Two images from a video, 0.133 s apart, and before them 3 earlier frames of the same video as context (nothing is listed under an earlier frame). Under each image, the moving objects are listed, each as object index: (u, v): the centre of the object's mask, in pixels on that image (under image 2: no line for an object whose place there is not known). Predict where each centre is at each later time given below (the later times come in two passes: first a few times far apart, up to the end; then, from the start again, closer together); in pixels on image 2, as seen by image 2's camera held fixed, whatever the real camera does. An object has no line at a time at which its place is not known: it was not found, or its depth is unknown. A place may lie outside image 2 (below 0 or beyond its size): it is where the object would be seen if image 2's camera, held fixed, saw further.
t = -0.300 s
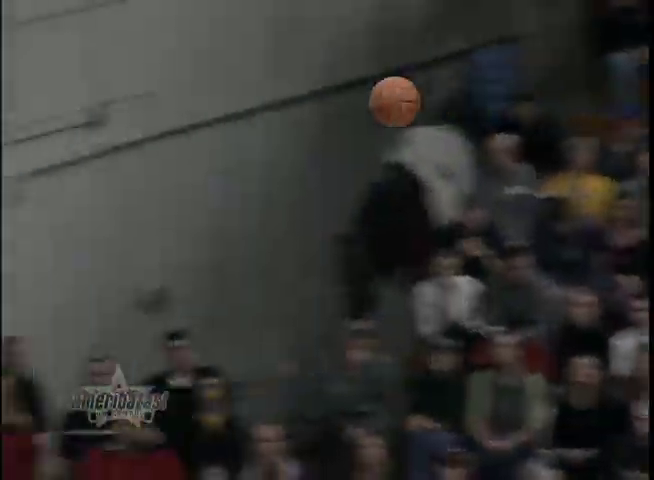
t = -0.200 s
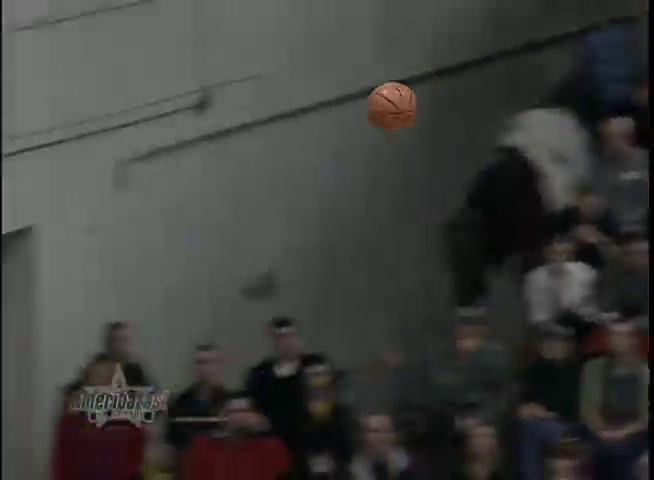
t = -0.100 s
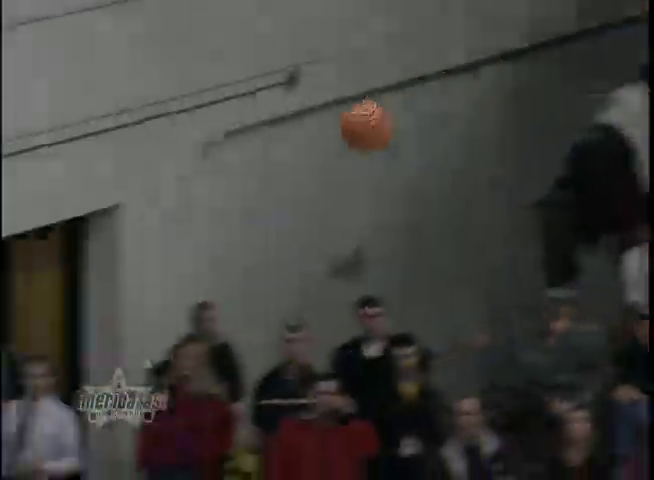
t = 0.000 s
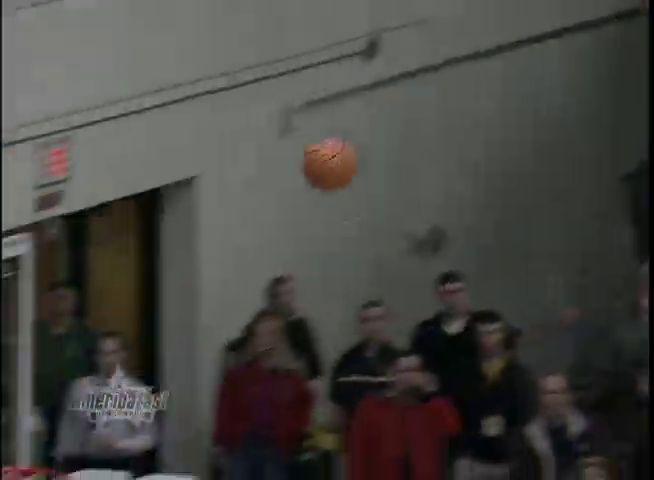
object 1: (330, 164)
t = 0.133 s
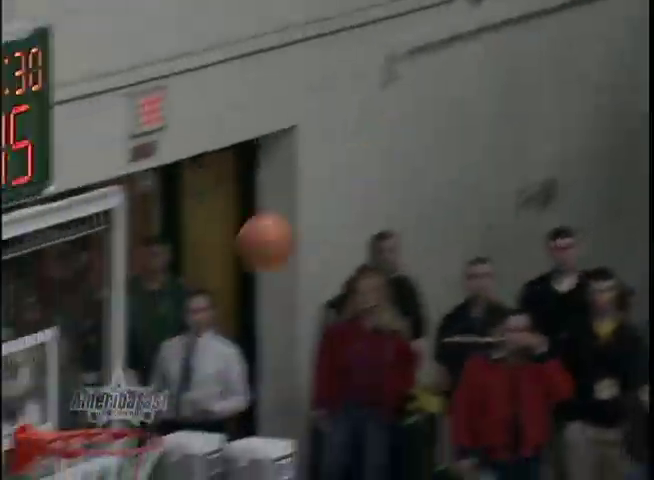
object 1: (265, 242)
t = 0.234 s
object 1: (139, 364)
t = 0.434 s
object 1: (75, 414)
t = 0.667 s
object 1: (104, 338)
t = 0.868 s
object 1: (132, 370)
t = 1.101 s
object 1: (100, 412)
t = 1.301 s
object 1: (94, 405)
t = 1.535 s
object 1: (120, 447)
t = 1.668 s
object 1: (107, 508)
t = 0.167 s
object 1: (223, 280)
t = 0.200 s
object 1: (181, 319)
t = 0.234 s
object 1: (139, 364)
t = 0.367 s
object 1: (110, 427)
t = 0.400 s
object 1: (83, 425)
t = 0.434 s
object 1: (75, 414)
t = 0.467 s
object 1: (78, 398)
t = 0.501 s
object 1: (82, 381)
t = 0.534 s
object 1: (87, 367)
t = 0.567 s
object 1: (90, 357)
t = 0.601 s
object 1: (95, 347)
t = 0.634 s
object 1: (100, 341)
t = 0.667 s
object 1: (104, 338)
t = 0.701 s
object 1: (109, 337)
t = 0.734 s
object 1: (113, 339)
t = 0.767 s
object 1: (118, 343)
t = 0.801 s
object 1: (123, 350)
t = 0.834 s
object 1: (127, 358)
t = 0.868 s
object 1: (132, 370)
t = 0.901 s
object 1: (137, 384)
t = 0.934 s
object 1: (141, 400)
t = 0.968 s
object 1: (142, 414)
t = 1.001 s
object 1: (132, 410)
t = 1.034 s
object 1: (122, 408)
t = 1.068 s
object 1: (111, 407)
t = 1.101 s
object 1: (100, 412)
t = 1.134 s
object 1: (90, 418)
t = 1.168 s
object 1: (80, 424)
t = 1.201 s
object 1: (79, 422)
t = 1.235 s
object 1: (84, 413)
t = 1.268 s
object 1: (90, 408)
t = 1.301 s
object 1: (94, 405)
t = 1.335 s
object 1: (98, 404)
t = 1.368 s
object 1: (103, 406)
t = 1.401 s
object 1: (109, 411)
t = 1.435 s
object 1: (114, 417)
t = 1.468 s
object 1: (119, 426)
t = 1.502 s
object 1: (123, 432)
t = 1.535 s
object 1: (120, 447)
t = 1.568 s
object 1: (116, 458)
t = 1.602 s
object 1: (114, 475)
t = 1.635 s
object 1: (110, 488)
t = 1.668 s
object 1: (107, 508)
